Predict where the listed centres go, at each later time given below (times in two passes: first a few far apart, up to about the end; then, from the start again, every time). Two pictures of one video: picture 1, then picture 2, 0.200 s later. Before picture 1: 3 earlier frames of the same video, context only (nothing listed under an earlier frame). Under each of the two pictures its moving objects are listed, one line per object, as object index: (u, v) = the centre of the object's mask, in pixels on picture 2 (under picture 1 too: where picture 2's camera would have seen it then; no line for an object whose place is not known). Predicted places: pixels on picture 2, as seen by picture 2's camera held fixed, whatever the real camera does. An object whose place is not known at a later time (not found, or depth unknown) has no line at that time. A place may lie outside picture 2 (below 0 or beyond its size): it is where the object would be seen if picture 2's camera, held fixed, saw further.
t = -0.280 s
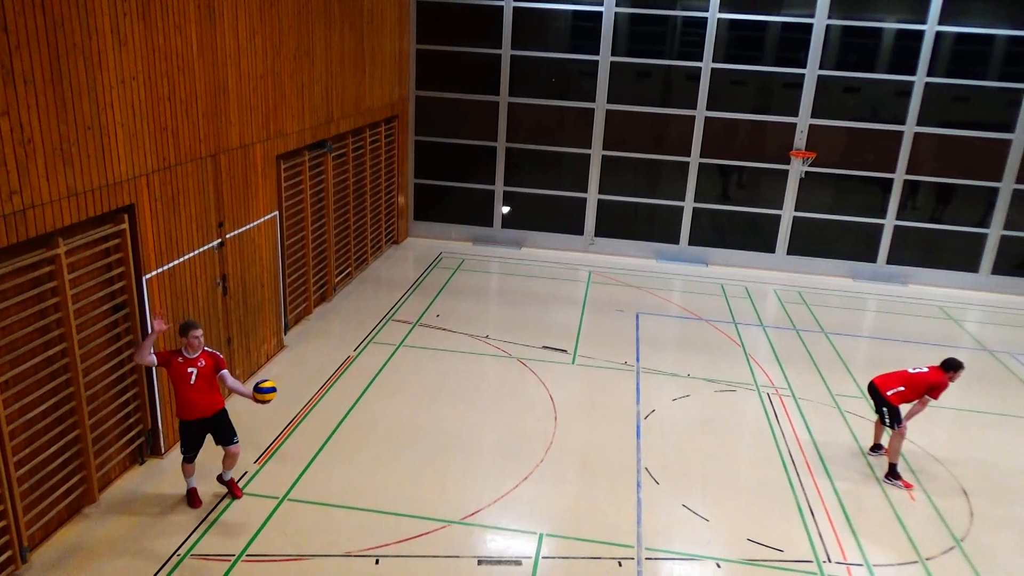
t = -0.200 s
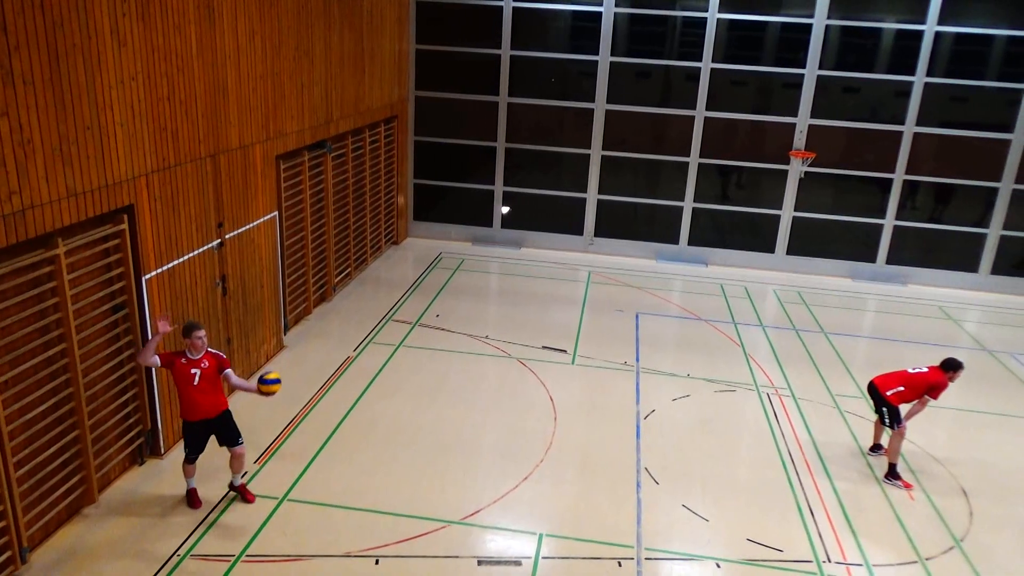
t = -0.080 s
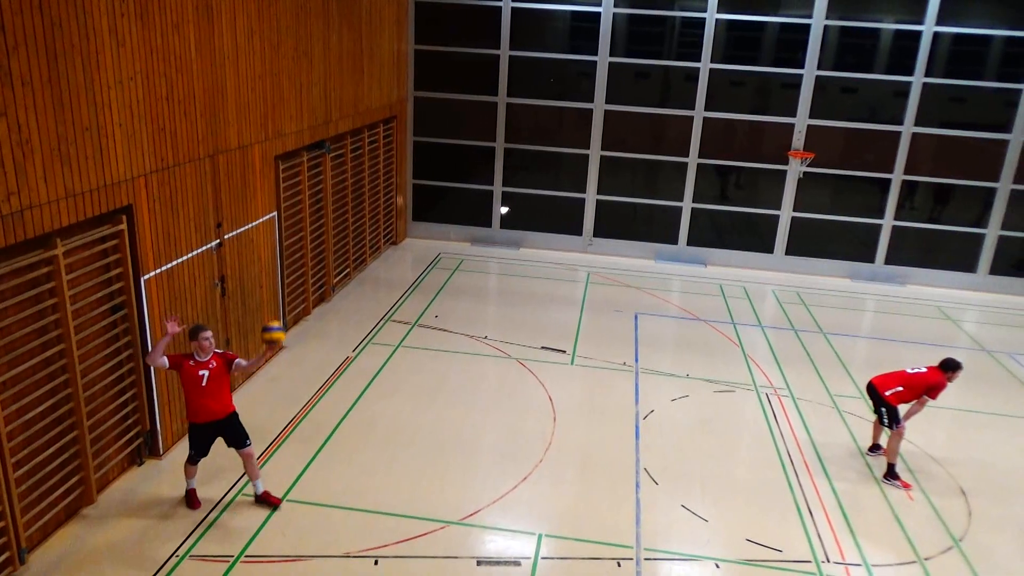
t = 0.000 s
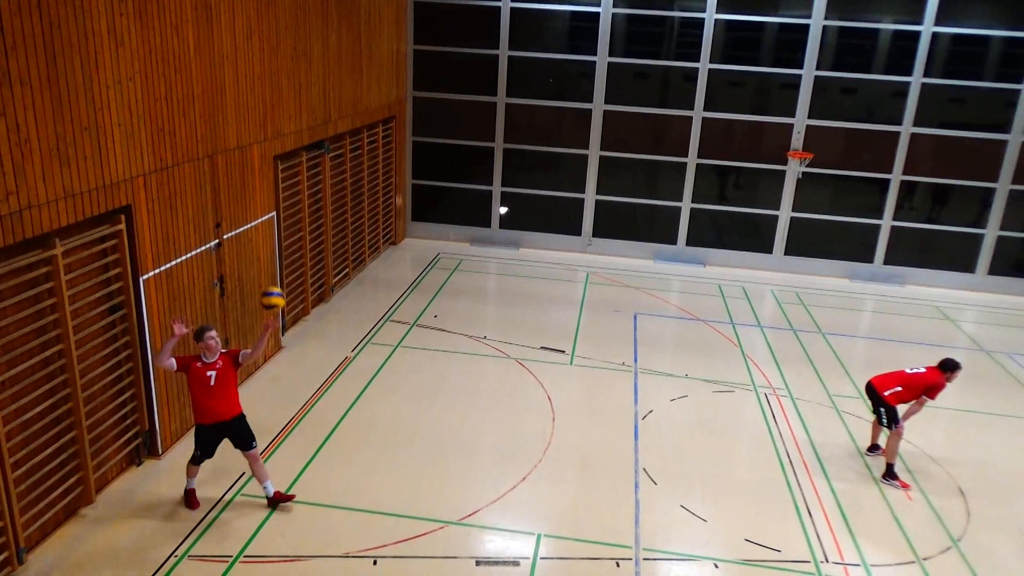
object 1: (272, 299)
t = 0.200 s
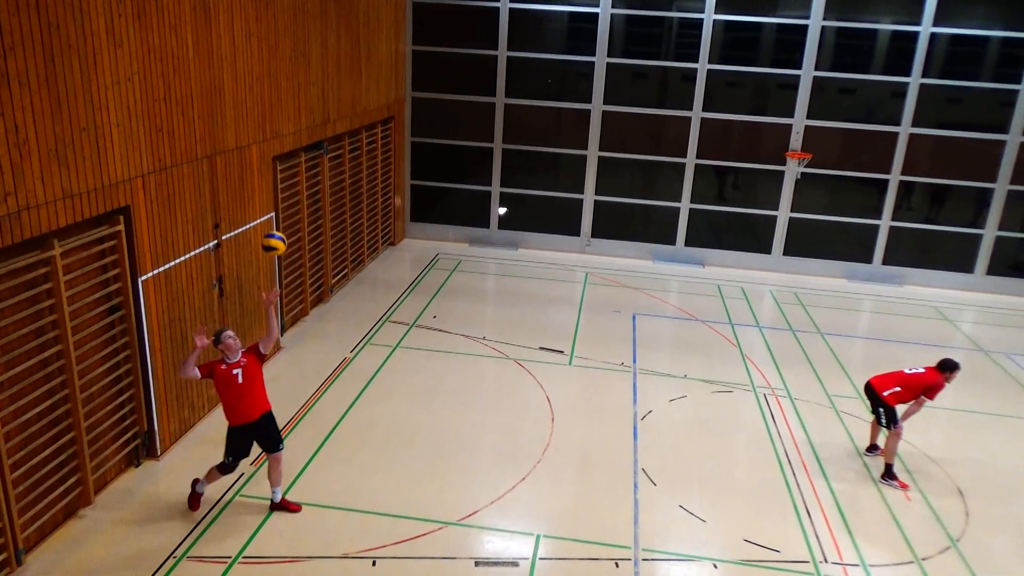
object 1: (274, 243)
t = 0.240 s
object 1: (275, 237)
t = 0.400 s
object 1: (279, 229)
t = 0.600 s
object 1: (285, 258)
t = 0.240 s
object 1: (275, 237)
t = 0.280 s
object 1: (276, 233)
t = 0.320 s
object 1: (277, 230)
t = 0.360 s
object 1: (277, 229)
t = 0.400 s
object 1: (279, 229)
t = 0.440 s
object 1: (280, 232)
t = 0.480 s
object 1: (281, 236)
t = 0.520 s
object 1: (282, 242)
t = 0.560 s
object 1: (284, 249)
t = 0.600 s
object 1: (285, 258)
